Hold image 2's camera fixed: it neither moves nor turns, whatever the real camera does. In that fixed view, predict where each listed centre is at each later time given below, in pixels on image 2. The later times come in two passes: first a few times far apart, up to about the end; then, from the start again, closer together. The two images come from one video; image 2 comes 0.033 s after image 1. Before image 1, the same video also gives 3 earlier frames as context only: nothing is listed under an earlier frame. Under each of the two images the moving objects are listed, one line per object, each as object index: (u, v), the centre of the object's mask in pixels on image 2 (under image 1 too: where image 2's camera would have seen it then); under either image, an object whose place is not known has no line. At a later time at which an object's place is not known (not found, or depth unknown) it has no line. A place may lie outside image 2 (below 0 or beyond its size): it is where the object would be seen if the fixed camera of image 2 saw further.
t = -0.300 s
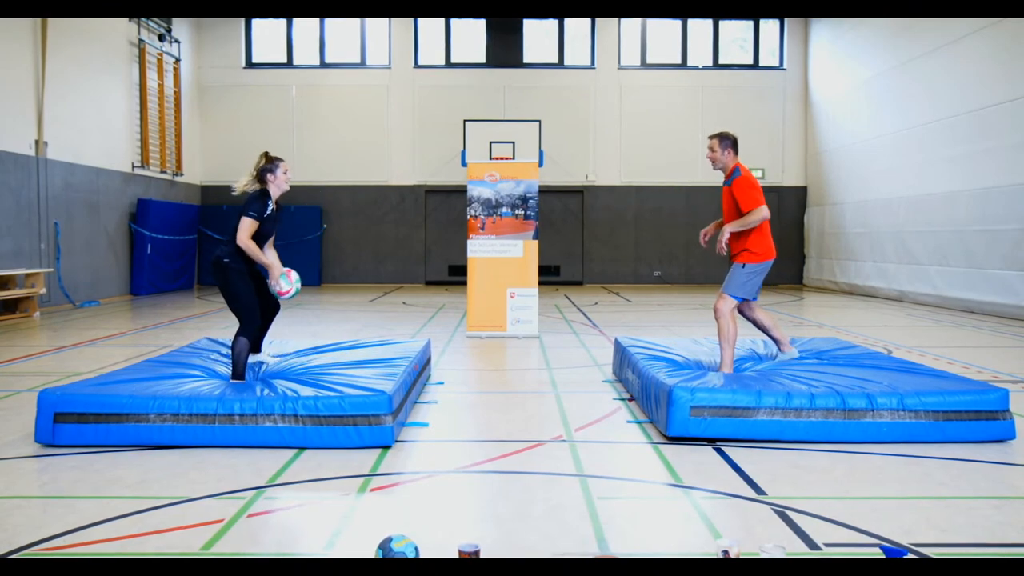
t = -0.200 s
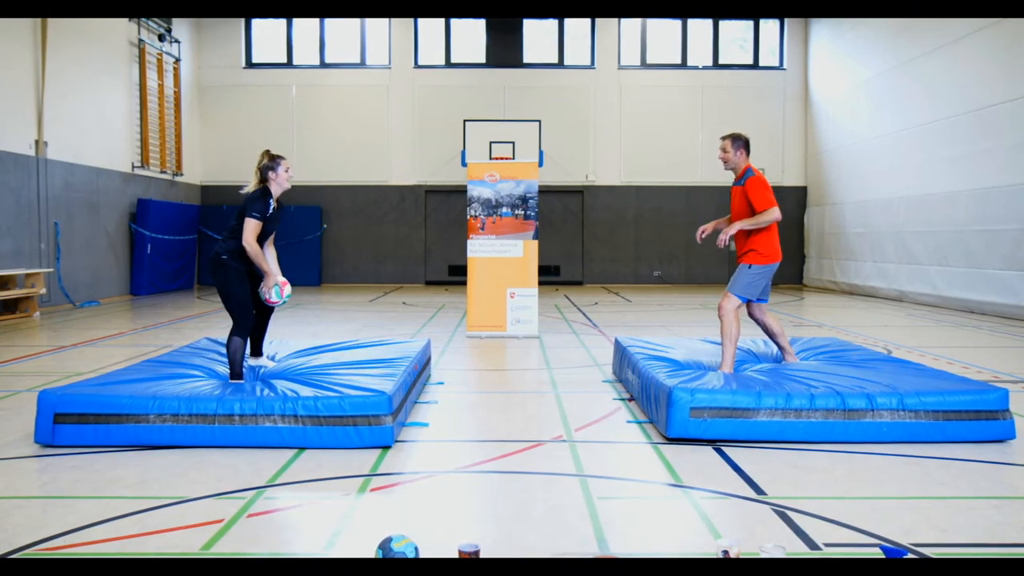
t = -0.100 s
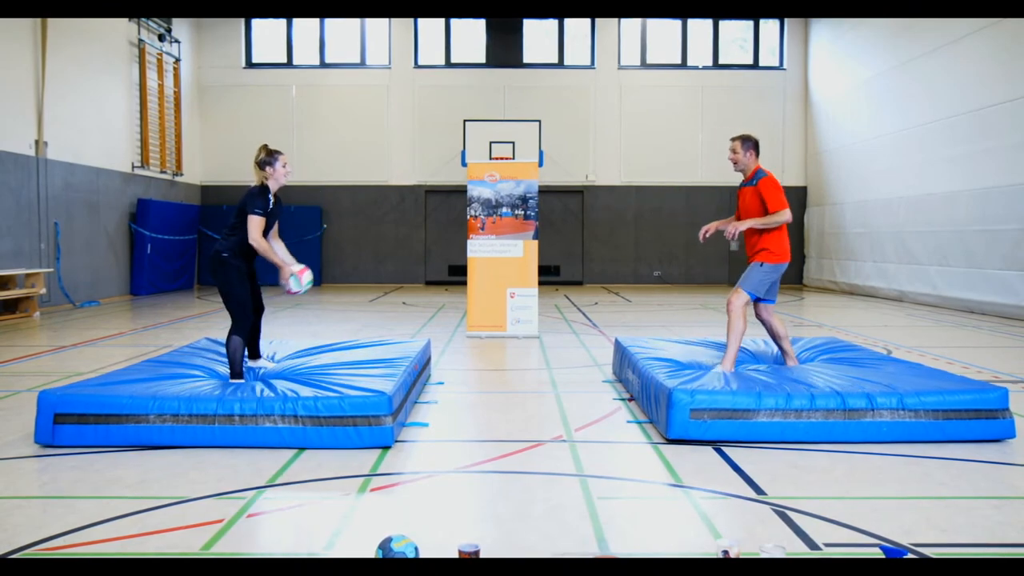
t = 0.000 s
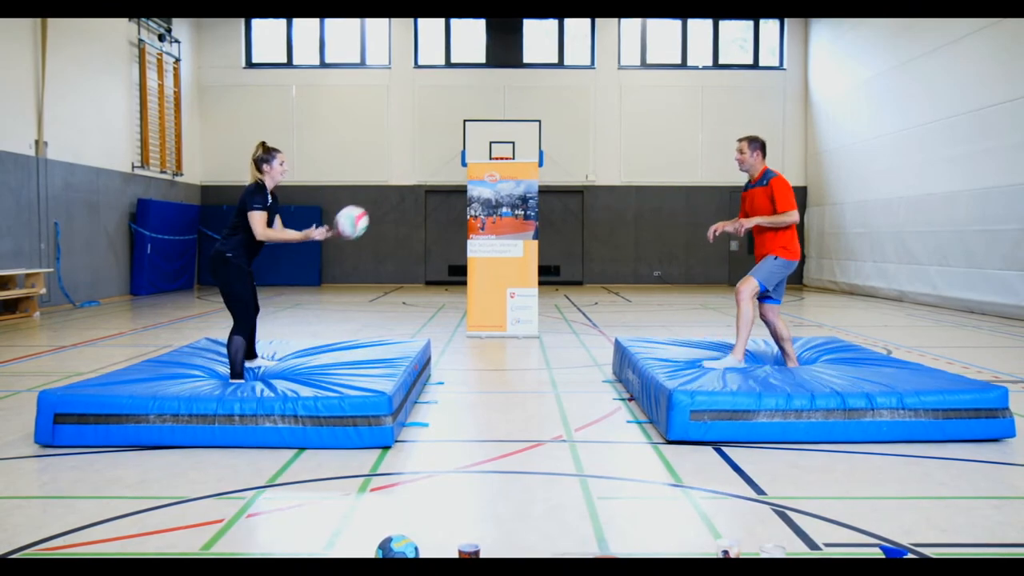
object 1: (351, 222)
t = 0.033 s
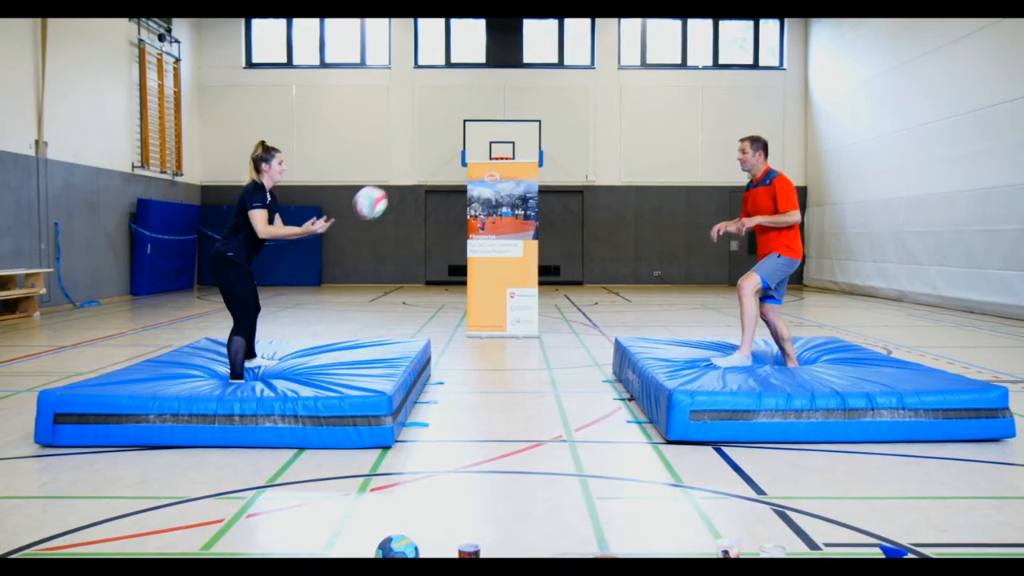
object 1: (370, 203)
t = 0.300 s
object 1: (515, 104)
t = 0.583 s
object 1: (657, 113)
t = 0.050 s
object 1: (379, 194)
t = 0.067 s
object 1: (388, 185)
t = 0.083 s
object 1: (398, 177)
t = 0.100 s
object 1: (407, 168)
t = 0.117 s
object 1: (417, 160)
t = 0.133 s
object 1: (426, 153)
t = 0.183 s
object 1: (453, 135)
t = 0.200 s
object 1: (462, 129)
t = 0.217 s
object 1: (471, 124)
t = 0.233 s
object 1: (479, 119)
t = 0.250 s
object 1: (489, 115)
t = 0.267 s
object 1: (497, 111)
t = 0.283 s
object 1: (506, 107)
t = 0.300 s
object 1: (515, 104)
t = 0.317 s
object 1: (523, 102)
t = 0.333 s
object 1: (532, 99)
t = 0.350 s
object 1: (540, 97)
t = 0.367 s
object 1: (549, 96)
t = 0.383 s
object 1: (558, 95)
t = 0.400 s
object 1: (566, 94)
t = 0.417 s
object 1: (574, 94)
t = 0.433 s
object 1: (583, 94)
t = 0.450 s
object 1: (591, 94)
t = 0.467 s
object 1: (600, 96)
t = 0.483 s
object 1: (608, 97)
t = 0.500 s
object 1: (617, 99)
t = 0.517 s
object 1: (625, 101)
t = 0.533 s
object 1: (633, 103)
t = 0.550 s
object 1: (641, 106)
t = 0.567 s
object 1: (649, 109)
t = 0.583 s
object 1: (657, 113)
